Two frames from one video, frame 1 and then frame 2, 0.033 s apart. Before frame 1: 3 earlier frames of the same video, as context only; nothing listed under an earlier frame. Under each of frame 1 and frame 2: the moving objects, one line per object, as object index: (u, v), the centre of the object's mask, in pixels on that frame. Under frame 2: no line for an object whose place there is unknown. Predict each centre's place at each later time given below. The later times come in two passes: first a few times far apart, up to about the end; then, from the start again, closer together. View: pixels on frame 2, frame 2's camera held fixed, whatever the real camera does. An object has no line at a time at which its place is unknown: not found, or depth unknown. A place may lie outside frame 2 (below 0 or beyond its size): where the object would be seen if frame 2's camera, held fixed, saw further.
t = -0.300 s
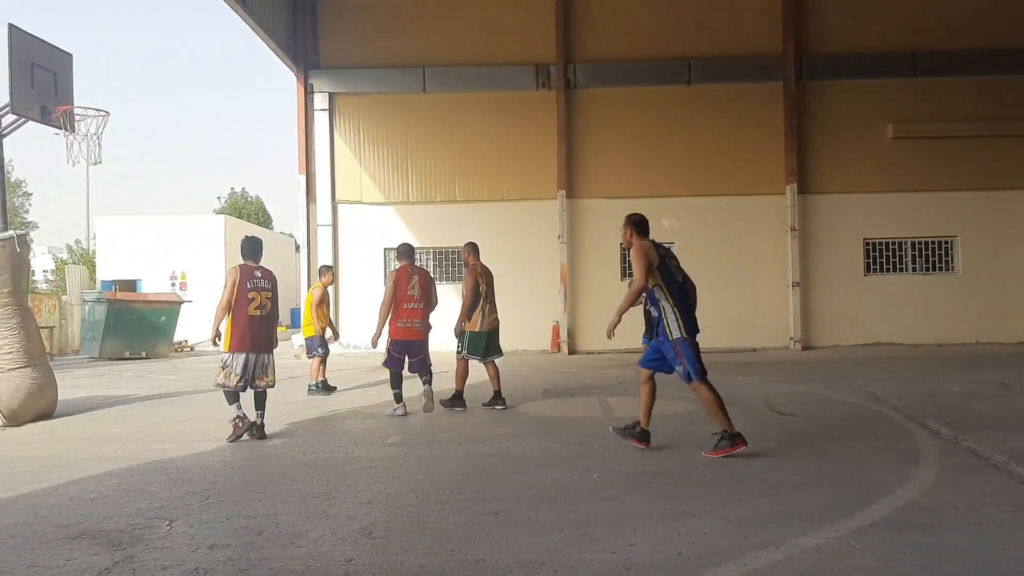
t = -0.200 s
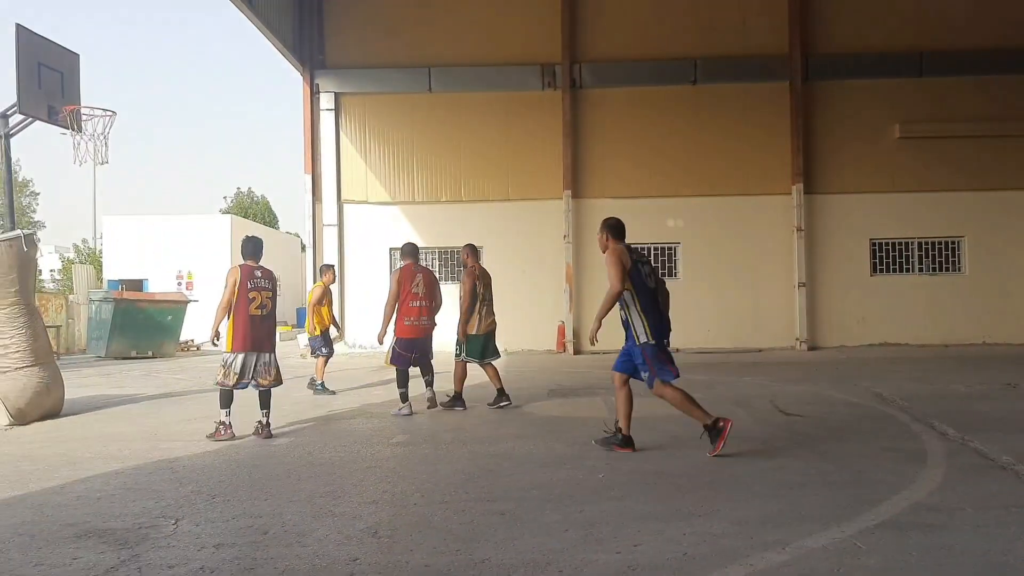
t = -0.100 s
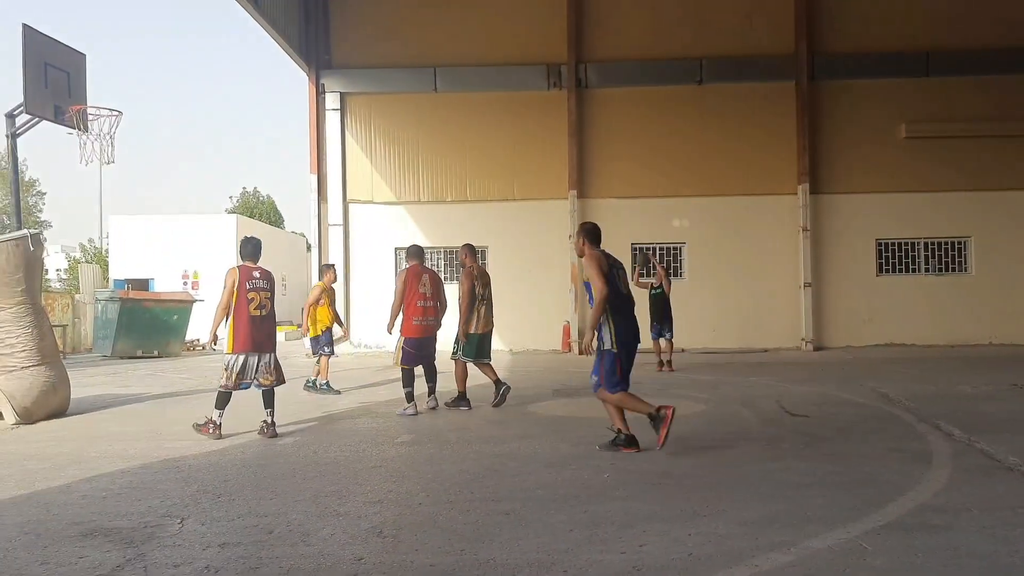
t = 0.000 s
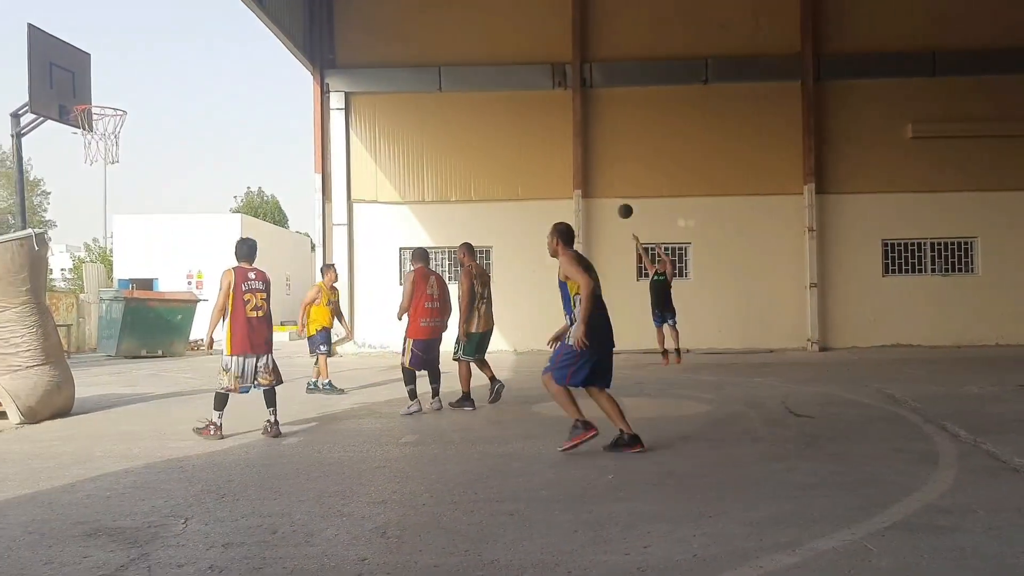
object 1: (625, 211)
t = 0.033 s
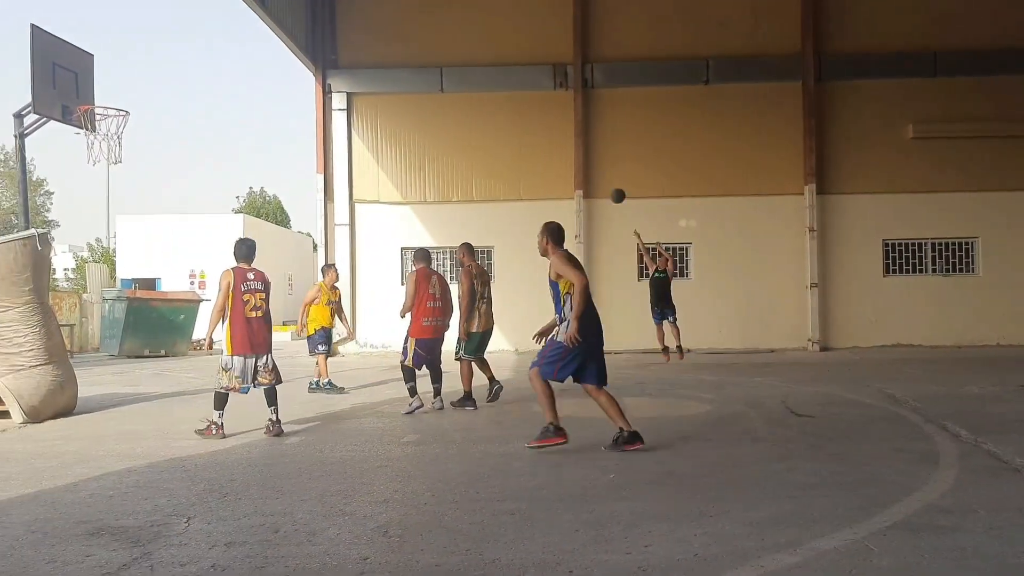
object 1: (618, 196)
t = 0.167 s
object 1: (583, 139)
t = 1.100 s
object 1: (257, 22)
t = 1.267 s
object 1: (179, 78)
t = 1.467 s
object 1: (216, 131)
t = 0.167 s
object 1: (583, 139)
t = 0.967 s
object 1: (311, 1)
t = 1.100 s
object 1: (257, 22)
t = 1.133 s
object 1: (241, 31)
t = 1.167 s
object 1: (226, 40)
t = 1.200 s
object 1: (211, 52)
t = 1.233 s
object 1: (195, 64)
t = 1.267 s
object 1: (179, 78)
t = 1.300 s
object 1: (163, 93)
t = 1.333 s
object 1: (147, 110)
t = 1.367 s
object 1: (161, 114)
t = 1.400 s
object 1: (179, 119)
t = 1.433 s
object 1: (197, 124)
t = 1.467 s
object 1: (216, 131)
